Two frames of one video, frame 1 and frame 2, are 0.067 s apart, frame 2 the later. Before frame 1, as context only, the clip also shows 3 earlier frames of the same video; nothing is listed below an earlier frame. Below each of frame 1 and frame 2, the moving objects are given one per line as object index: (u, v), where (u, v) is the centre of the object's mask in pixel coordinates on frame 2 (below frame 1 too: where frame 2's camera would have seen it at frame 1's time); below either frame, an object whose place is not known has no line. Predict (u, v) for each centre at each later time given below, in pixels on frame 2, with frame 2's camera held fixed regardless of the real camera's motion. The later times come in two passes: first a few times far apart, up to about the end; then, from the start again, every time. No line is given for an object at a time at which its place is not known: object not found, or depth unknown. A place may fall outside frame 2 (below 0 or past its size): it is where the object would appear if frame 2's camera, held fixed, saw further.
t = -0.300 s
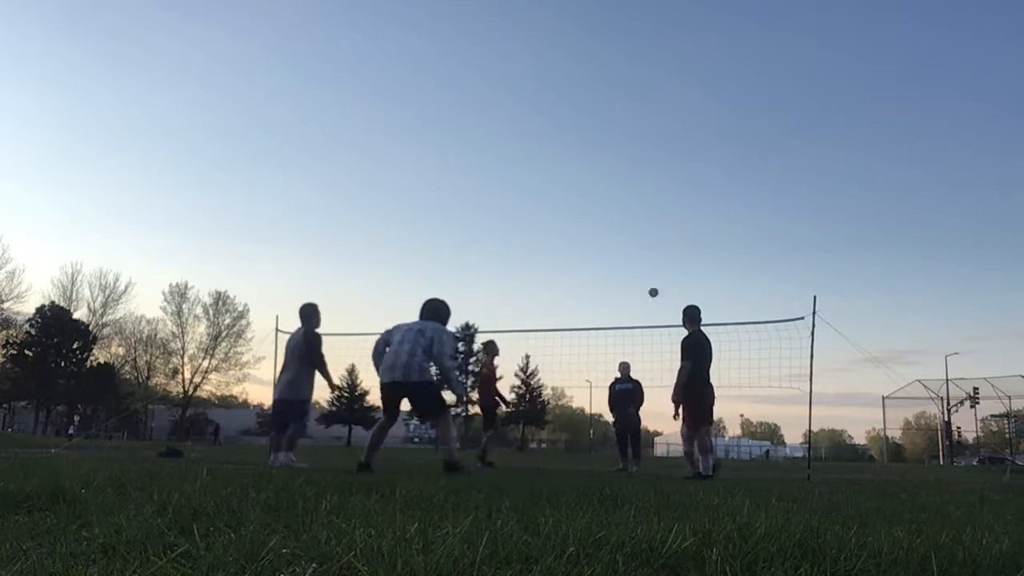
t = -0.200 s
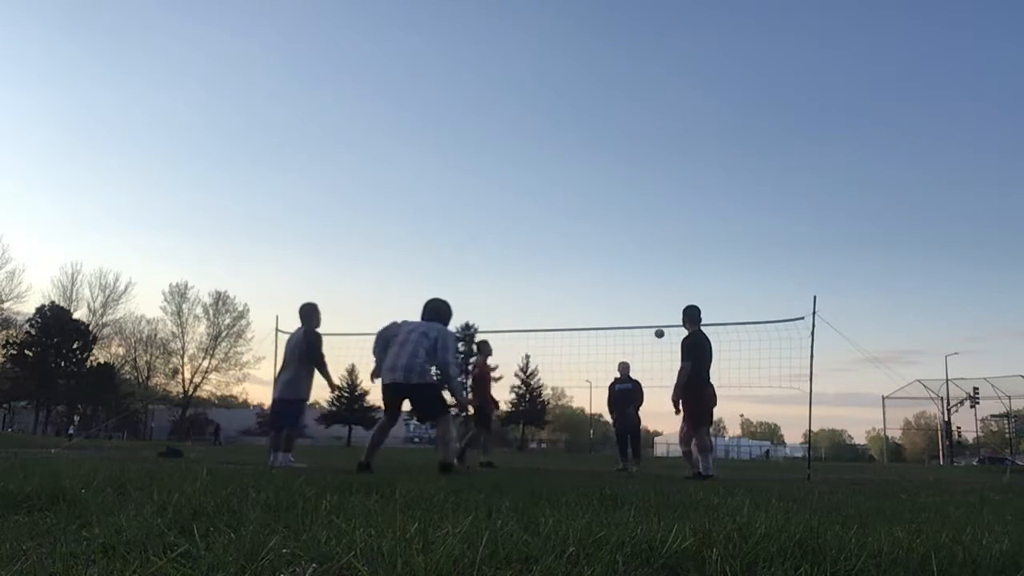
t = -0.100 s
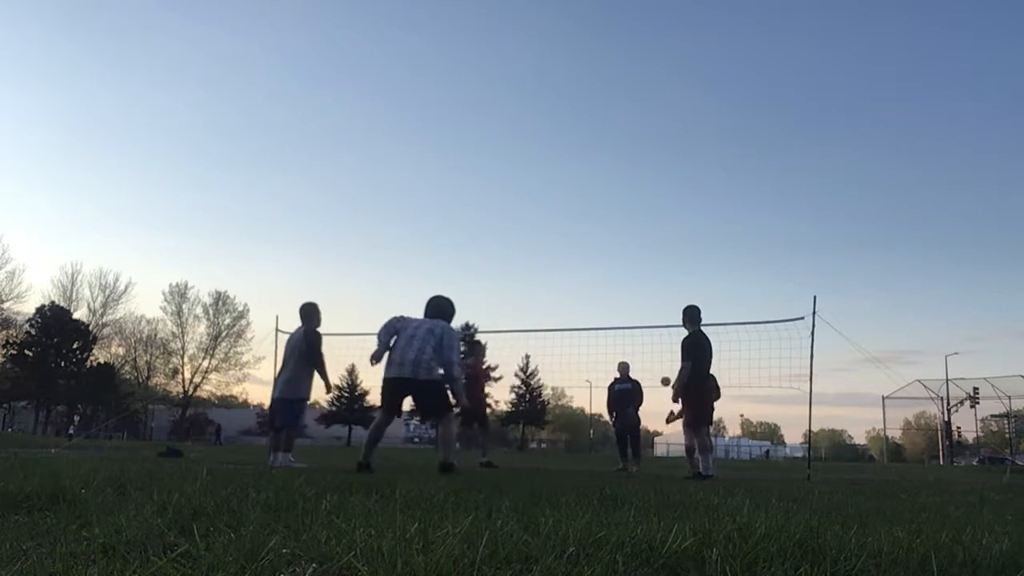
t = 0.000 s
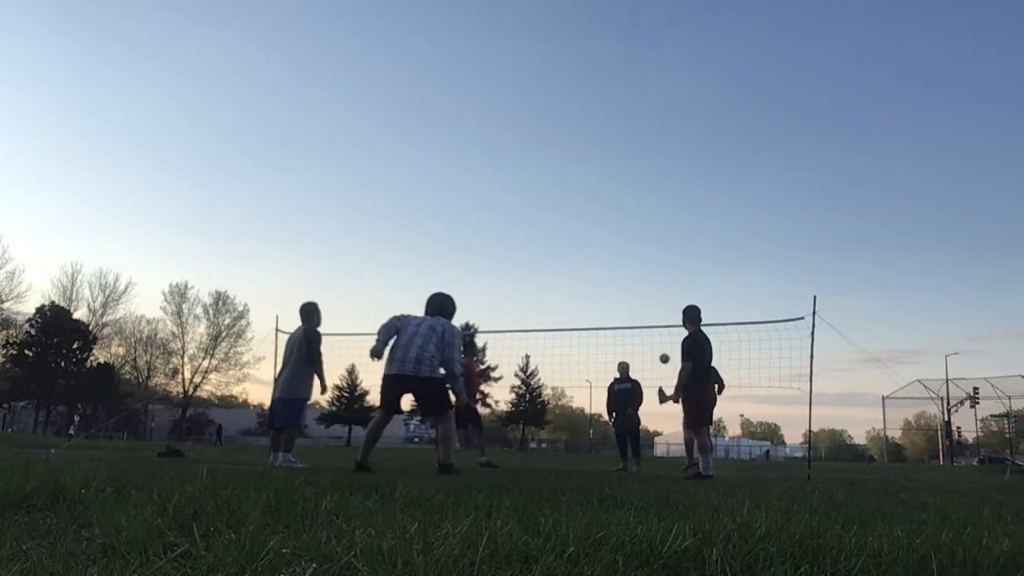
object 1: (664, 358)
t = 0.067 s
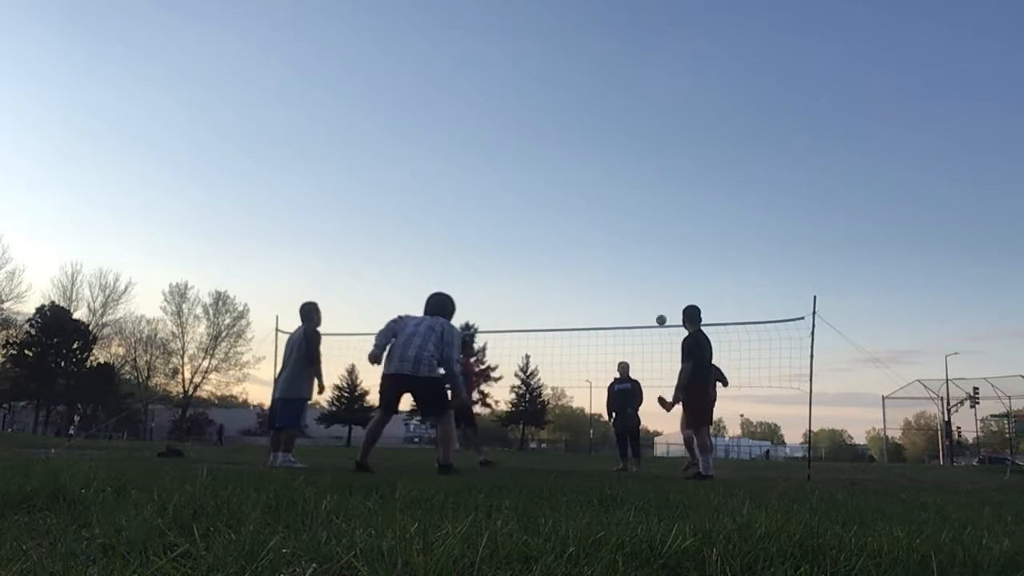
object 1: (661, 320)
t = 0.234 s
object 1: (652, 234)
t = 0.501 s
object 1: (638, 130)
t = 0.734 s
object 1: (623, 75)
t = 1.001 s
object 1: (603, 70)
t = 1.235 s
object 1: (578, 137)
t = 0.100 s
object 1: (659, 301)
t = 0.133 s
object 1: (657, 284)
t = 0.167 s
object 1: (656, 266)
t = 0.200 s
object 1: (654, 250)
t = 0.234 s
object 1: (652, 234)
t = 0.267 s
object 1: (651, 219)
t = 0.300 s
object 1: (649, 204)
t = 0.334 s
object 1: (647, 190)
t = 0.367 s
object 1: (645, 177)
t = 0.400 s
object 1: (643, 164)
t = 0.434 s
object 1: (642, 152)
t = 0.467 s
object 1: (640, 140)
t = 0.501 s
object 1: (638, 130)
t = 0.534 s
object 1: (636, 120)
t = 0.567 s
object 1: (634, 110)
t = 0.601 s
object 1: (632, 102)
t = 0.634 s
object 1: (630, 94)
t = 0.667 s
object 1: (628, 87)
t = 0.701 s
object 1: (625, 81)
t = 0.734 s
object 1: (623, 75)
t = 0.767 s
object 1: (621, 71)
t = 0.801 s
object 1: (619, 68)
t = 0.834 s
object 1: (616, 65)
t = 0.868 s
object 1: (614, 64)
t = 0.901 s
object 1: (611, 64)
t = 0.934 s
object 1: (608, 65)
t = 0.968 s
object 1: (606, 67)
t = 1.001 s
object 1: (603, 70)
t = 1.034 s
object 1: (599, 75)
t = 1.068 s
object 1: (597, 81)
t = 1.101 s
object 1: (593, 89)
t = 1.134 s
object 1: (590, 98)
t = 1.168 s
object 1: (586, 109)
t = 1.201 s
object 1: (583, 122)
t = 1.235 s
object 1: (578, 137)
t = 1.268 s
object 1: (574, 154)
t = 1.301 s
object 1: (570, 173)
